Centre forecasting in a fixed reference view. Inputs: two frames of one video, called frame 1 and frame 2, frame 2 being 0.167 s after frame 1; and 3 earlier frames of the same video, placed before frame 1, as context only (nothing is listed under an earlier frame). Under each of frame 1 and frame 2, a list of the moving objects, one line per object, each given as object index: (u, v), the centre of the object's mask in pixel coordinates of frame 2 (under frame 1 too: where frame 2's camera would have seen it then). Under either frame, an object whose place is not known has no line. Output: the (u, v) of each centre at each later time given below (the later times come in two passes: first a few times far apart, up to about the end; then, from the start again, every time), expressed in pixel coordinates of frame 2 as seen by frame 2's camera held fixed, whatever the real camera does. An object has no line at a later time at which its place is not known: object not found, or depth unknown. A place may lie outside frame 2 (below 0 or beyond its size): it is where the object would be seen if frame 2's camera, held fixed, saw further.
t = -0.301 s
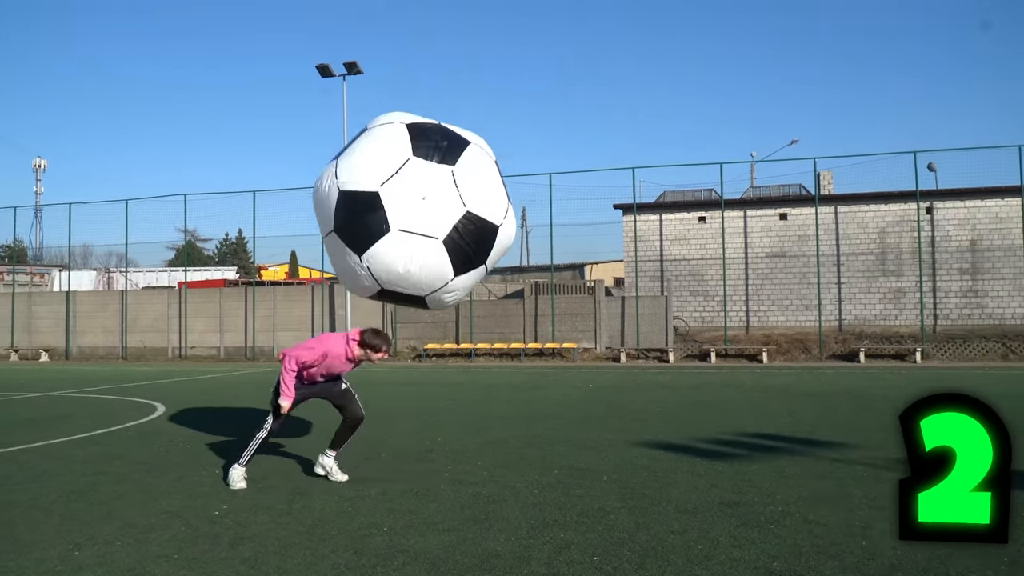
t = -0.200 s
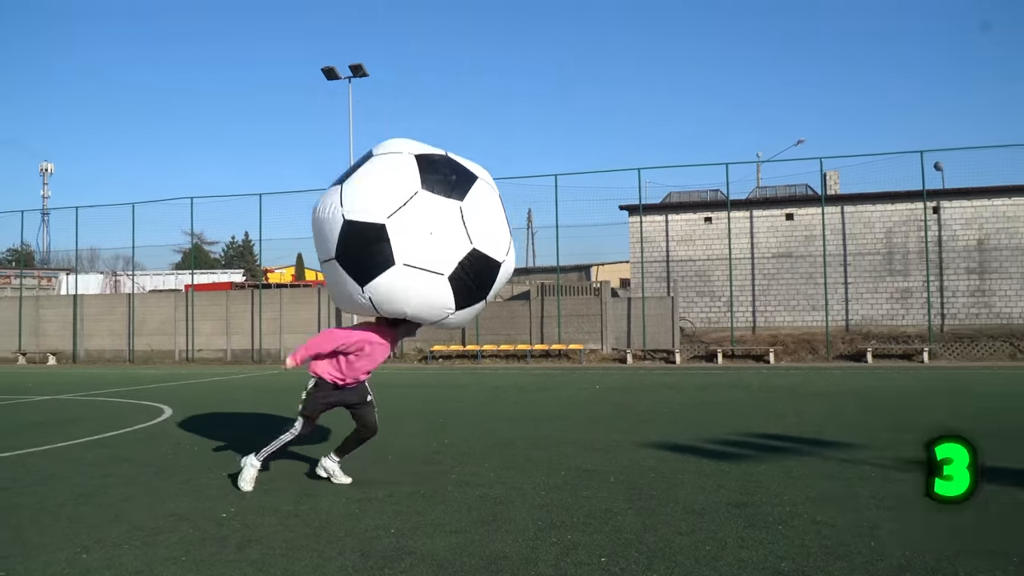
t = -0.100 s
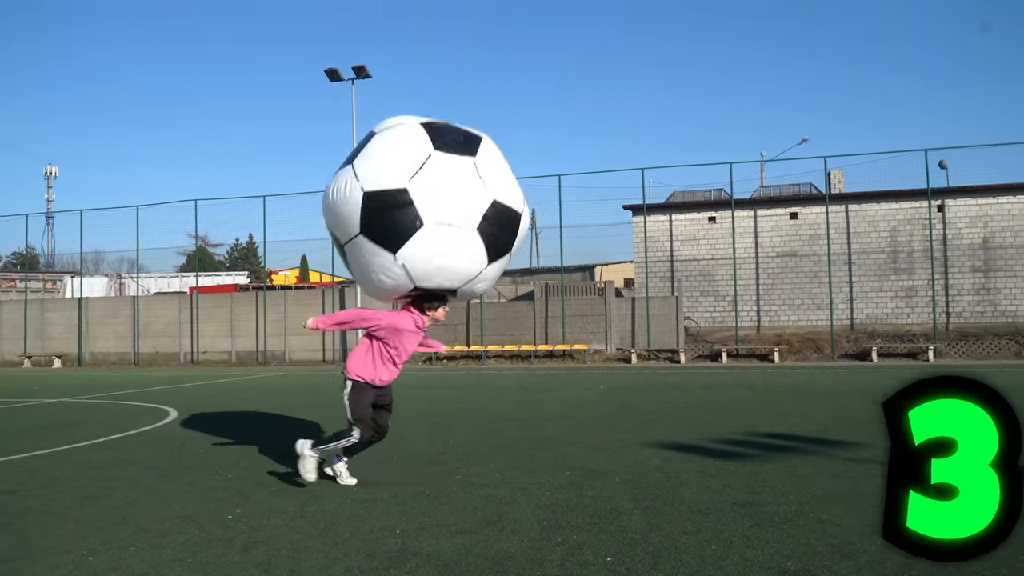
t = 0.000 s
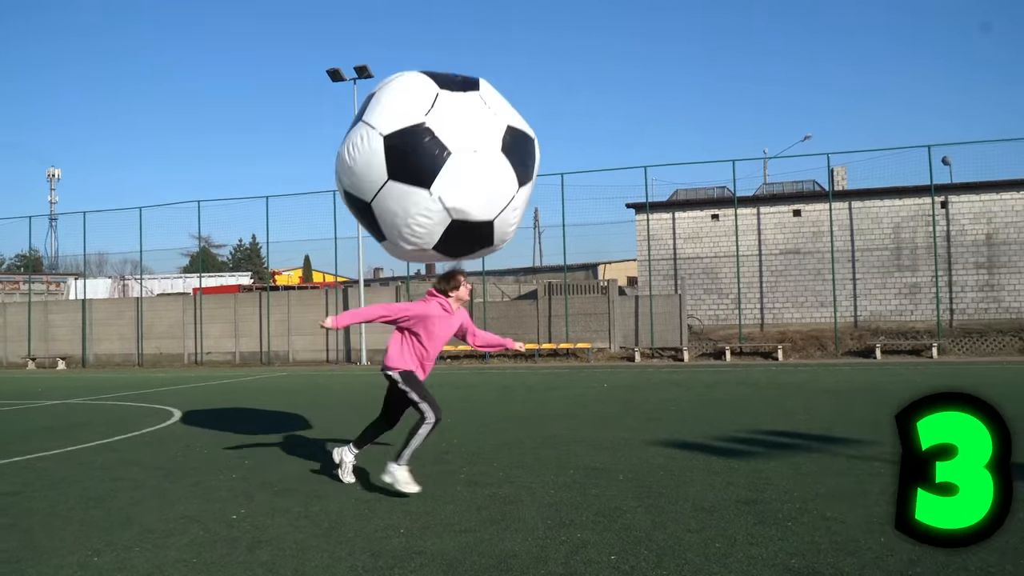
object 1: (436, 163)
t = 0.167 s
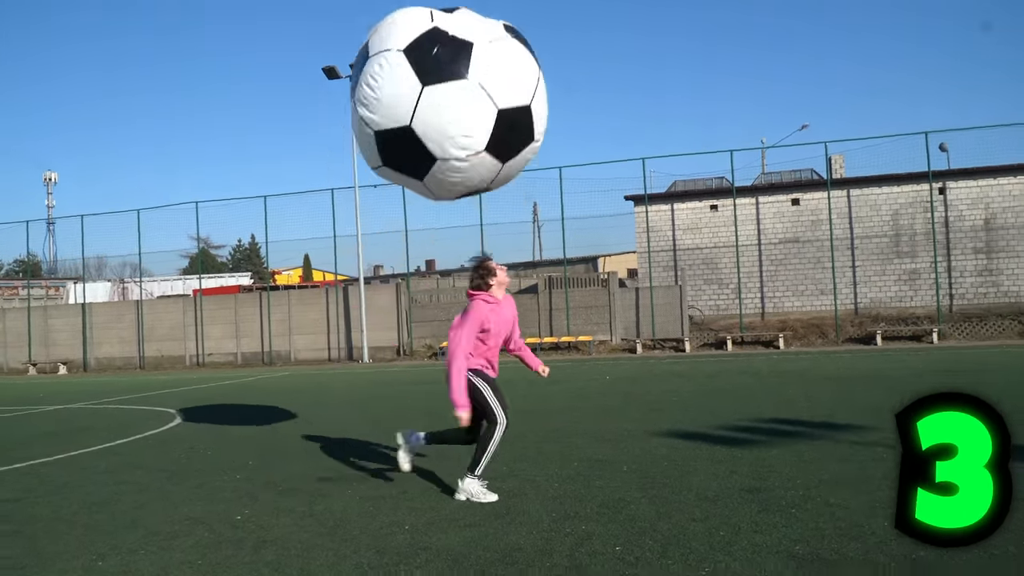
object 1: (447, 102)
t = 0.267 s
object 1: (455, 78)
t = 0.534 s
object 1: (471, 55)
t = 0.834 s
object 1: (493, 52)
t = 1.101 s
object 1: (519, 58)
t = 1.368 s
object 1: (539, 90)
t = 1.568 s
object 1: (556, 159)
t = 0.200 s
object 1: (450, 91)
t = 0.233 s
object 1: (452, 84)
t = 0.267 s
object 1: (455, 78)
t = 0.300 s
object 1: (456, 74)
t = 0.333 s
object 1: (459, 70)
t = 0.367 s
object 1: (460, 67)
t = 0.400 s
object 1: (462, 64)
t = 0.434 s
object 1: (464, 61)
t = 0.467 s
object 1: (466, 59)
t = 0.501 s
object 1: (468, 57)
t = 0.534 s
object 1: (471, 55)
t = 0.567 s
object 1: (474, 54)
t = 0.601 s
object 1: (476, 53)
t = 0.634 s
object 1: (480, 53)
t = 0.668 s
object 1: (482, 53)
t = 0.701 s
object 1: (485, 52)
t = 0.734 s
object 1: (487, 52)
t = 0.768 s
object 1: (489, 52)
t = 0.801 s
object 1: (491, 52)
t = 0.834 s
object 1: (493, 52)
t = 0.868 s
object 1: (495, 52)
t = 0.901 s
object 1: (498, 52)
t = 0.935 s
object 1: (501, 53)
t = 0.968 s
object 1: (504, 54)
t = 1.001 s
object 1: (508, 55)
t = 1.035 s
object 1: (512, 56)
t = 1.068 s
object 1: (516, 57)
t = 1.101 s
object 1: (519, 58)
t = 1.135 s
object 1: (522, 60)
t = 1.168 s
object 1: (524, 63)
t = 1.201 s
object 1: (526, 66)
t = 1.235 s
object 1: (528, 69)
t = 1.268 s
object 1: (531, 73)
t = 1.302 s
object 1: (533, 78)
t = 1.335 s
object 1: (536, 84)
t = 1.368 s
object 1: (539, 90)
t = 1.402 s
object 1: (541, 97)
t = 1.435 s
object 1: (544, 106)
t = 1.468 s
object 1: (547, 118)
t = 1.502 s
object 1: (550, 131)
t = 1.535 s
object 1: (553, 145)
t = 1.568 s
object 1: (556, 159)
